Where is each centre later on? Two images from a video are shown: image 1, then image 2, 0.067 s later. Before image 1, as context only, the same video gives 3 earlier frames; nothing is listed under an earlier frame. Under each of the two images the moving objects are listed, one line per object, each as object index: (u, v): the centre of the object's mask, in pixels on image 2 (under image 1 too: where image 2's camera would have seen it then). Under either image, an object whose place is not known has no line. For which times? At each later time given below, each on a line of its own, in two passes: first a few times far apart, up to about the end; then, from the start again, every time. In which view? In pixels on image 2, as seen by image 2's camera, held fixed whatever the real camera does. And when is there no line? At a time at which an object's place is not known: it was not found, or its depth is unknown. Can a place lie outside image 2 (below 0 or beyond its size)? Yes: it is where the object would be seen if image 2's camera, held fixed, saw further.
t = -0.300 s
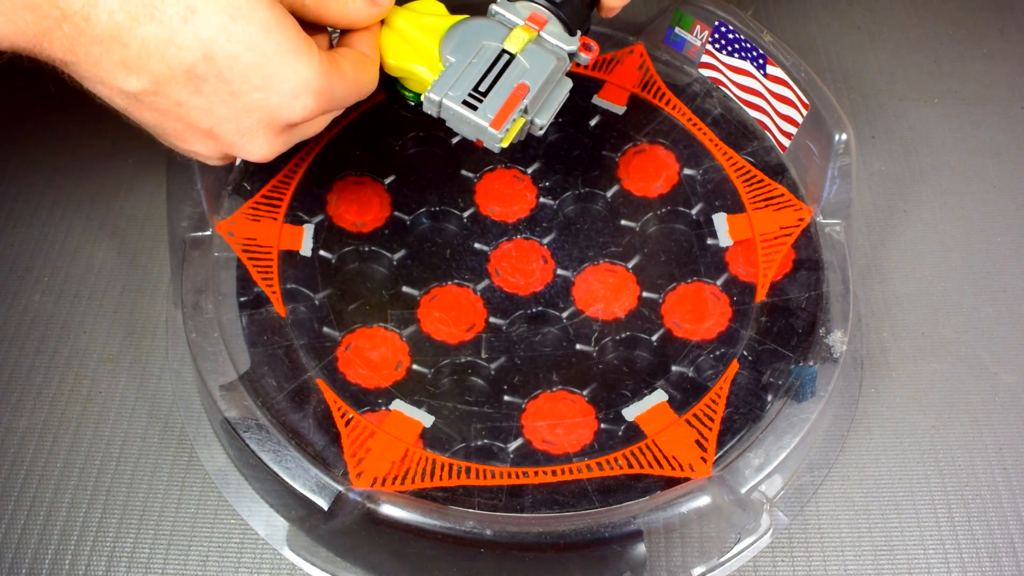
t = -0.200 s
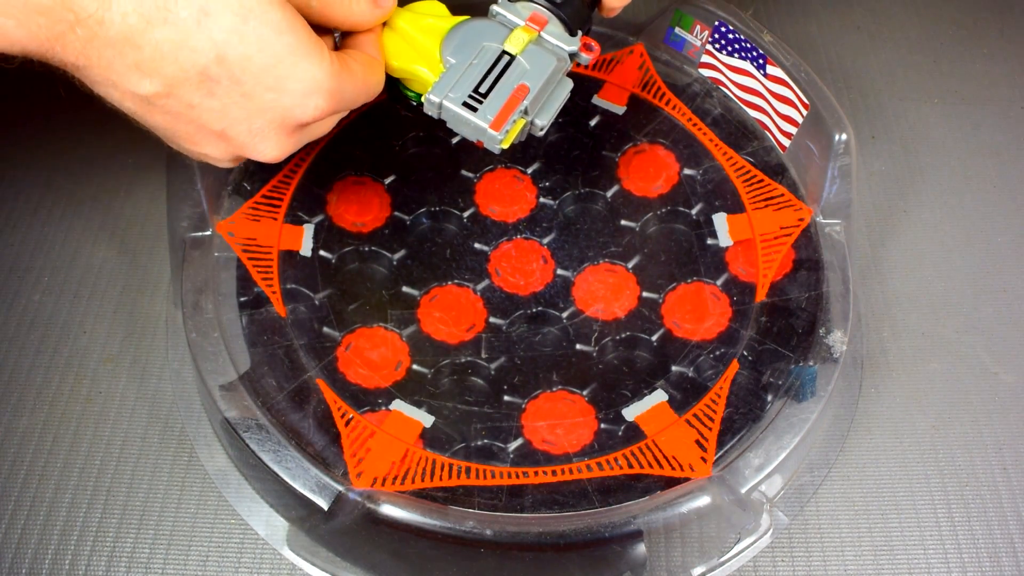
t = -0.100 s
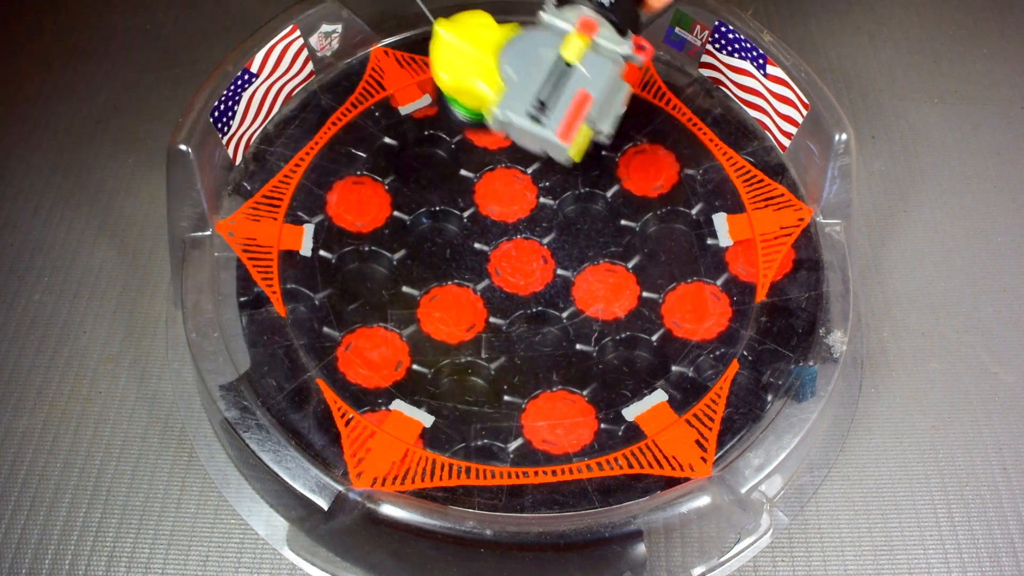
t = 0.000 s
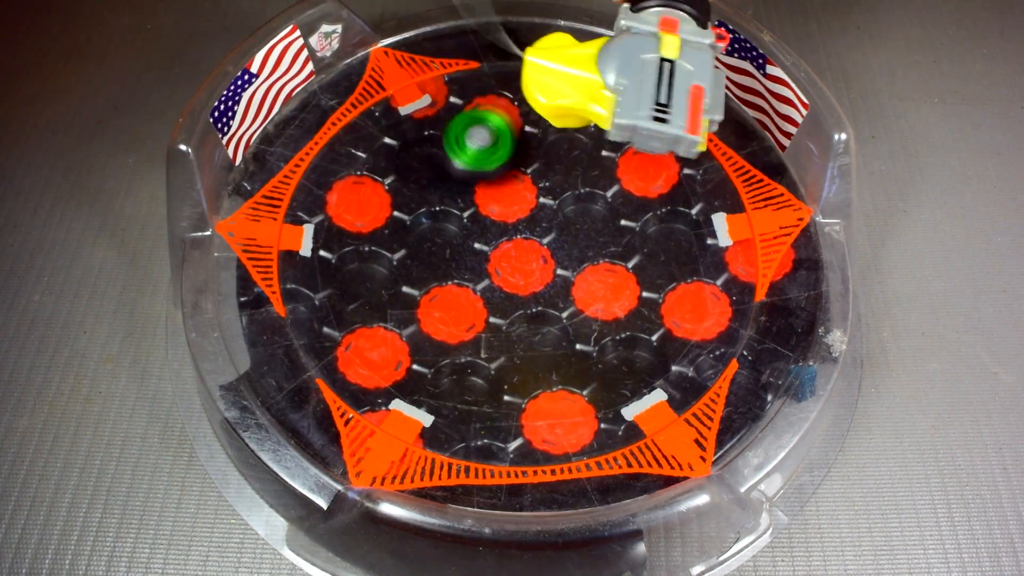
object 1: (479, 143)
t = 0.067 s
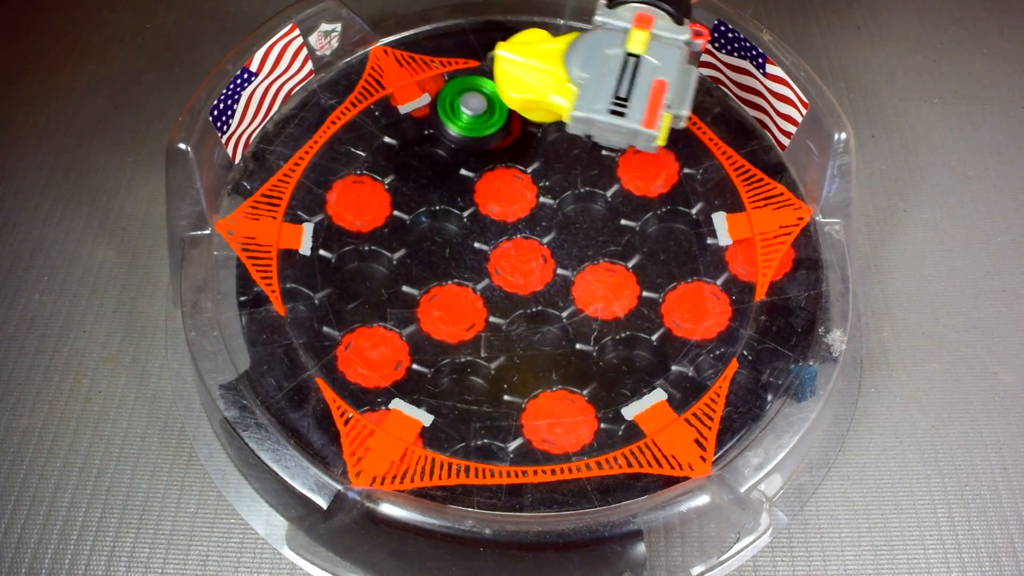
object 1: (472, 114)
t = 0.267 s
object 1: (478, 150)
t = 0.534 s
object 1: (513, 167)
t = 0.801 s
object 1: (540, 176)
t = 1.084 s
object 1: (576, 185)
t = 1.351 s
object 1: (608, 188)
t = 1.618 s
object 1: (622, 197)
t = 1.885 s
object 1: (627, 217)
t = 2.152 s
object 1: (630, 251)
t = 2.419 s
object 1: (626, 285)
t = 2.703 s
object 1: (614, 309)
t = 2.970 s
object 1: (613, 336)
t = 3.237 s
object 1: (602, 414)
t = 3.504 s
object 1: (565, 356)
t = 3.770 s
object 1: (504, 306)
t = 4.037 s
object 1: (427, 281)
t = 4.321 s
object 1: (406, 281)
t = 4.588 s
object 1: (427, 254)
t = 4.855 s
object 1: (437, 212)
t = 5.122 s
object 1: (447, 184)
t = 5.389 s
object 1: (478, 176)
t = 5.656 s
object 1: (521, 172)
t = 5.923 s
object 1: (543, 182)
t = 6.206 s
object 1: (591, 196)
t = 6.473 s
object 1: (630, 205)
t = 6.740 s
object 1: (640, 221)
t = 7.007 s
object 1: (629, 254)
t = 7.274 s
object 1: (613, 283)
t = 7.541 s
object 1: (605, 292)
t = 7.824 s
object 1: (599, 297)
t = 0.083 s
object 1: (471, 112)
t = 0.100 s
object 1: (470, 115)
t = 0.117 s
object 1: (472, 120)
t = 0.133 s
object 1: (473, 129)
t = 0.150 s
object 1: (472, 137)
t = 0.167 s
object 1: (473, 135)
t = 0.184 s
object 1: (473, 134)
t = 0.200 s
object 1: (475, 137)
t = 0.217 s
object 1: (475, 143)
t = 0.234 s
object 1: (477, 146)
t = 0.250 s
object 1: (478, 146)
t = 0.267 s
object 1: (478, 150)
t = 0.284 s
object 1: (479, 151)
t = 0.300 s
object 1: (480, 152)
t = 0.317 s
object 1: (480, 153)
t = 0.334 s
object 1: (481, 154)
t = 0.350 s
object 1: (482, 155)
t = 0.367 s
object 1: (484, 156)
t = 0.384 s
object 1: (486, 157)
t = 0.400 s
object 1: (489, 158)
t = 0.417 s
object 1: (491, 159)
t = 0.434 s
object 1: (494, 160)
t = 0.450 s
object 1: (497, 161)
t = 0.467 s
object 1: (500, 162)
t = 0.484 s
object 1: (503, 164)
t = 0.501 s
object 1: (507, 165)
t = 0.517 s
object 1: (510, 166)
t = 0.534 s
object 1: (513, 167)
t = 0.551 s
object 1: (515, 167)
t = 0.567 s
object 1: (518, 168)
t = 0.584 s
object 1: (520, 169)
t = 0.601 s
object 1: (522, 169)
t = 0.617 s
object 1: (524, 170)
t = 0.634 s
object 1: (526, 170)
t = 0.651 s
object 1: (528, 171)
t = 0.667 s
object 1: (530, 172)
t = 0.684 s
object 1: (531, 172)
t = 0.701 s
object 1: (532, 173)
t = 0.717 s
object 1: (534, 173)
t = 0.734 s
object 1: (535, 174)
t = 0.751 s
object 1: (536, 175)
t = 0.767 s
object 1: (538, 175)
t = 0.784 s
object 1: (539, 176)
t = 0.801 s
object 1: (540, 176)
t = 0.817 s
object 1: (541, 177)
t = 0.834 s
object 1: (543, 177)
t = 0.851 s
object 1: (544, 178)
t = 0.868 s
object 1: (546, 179)
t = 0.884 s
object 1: (547, 179)
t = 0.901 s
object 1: (549, 180)
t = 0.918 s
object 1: (551, 181)
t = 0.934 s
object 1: (553, 181)
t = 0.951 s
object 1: (555, 182)
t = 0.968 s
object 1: (557, 183)
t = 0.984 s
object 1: (560, 183)
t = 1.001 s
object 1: (562, 184)
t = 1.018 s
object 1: (565, 184)
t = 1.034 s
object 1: (567, 185)
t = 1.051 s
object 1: (570, 185)
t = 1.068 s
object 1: (573, 185)
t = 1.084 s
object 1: (576, 185)
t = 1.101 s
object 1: (579, 186)
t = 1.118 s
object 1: (582, 186)
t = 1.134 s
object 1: (584, 186)
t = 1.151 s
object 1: (587, 186)
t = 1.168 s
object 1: (590, 186)
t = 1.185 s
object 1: (592, 186)
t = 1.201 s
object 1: (594, 186)
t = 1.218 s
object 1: (596, 186)
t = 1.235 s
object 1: (598, 186)
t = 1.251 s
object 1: (599, 187)
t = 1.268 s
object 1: (601, 187)
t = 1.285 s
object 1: (603, 187)
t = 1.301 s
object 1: (604, 188)
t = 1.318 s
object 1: (606, 188)
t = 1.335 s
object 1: (607, 188)
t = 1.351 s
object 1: (608, 188)
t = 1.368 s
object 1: (609, 189)
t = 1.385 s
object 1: (611, 189)
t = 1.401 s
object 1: (612, 189)
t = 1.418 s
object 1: (613, 190)
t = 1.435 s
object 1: (614, 190)
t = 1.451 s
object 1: (614, 191)
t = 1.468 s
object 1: (615, 191)
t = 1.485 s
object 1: (616, 192)
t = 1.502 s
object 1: (617, 192)
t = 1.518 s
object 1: (618, 193)
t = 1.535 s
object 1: (619, 194)
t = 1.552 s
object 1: (619, 194)
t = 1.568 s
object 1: (620, 195)
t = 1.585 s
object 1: (621, 196)
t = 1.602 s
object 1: (621, 197)
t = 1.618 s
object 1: (622, 197)
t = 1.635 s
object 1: (623, 198)
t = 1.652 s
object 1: (623, 199)
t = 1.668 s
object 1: (624, 200)
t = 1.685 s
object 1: (624, 201)
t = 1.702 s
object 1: (625, 202)
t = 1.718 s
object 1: (625, 203)
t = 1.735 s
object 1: (625, 204)
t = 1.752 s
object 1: (626, 206)
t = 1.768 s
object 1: (626, 207)
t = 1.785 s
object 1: (626, 207)
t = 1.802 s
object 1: (626, 209)
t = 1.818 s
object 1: (627, 211)
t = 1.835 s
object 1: (627, 213)
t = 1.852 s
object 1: (627, 214)
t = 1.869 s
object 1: (627, 216)
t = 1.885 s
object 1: (627, 217)
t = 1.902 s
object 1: (628, 218)
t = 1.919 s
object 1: (628, 221)
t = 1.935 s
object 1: (628, 223)
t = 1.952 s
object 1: (628, 225)
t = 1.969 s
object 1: (629, 227)
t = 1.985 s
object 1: (629, 229)
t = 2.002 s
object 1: (630, 231)
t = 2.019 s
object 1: (630, 233)
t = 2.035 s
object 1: (630, 235)
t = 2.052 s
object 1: (631, 237)
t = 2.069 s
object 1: (631, 239)
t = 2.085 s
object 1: (631, 241)
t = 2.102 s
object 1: (631, 243)
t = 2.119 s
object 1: (631, 245)
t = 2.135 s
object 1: (631, 248)
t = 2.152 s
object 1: (630, 251)
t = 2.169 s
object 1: (630, 255)
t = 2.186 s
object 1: (630, 258)
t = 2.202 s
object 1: (629, 261)
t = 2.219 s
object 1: (629, 265)
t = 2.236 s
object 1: (628, 267)
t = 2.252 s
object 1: (627, 271)
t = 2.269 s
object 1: (627, 273)
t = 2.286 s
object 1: (626, 275)
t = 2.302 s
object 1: (626, 277)
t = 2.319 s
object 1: (626, 279)
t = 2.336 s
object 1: (626, 281)
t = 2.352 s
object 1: (626, 283)
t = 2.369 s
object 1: (626, 284)
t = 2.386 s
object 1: (626, 285)
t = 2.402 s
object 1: (626, 286)
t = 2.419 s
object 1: (626, 285)
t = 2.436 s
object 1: (625, 284)
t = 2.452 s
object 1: (624, 287)
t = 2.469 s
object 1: (624, 290)
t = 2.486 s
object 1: (624, 291)
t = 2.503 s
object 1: (622, 292)
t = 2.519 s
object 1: (622, 293)
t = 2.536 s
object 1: (621, 294)
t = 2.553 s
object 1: (620, 295)
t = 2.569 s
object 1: (619, 297)
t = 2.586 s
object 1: (617, 298)
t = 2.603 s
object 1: (617, 300)
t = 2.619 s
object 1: (616, 302)
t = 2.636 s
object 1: (616, 303)
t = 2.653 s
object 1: (616, 305)
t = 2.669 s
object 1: (615, 306)
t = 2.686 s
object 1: (615, 307)
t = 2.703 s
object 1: (614, 309)
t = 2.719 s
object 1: (614, 310)
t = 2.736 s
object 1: (614, 312)
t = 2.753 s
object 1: (614, 314)
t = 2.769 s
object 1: (614, 316)
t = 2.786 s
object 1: (614, 318)
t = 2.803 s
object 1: (614, 320)
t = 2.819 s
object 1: (614, 321)
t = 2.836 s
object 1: (614, 323)
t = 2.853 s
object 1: (614, 325)
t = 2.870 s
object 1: (614, 327)
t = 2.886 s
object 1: (614, 328)
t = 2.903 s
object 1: (614, 330)
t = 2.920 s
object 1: (614, 331)
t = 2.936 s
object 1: (614, 333)
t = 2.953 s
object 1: (614, 334)
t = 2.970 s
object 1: (613, 336)
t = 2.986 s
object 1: (613, 337)
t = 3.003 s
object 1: (613, 339)
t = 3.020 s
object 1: (609, 348)
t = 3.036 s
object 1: (604, 360)
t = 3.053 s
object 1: (600, 370)
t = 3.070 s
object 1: (598, 378)
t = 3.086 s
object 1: (597, 386)
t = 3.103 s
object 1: (598, 391)
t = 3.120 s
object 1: (598, 395)
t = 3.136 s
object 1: (599, 399)
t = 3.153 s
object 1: (599, 403)
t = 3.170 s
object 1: (599, 406)
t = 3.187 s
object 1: (599, 408)
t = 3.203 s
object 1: (600, 410)
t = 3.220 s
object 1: (601, 412)
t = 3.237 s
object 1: (602, 414)
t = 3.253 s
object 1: (603, 416)
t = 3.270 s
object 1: (604, 417)
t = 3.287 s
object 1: (605, 418)
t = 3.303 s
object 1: (606, 419)
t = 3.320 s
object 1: (606, 419)
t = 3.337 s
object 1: (611, 424)
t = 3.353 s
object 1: (617, 444)
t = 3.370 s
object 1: (621, 446)
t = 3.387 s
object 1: (617, 424)
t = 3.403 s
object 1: (610, 408)
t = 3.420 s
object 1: (606, 392)
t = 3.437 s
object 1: (597, 379)
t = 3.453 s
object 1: (590, 368)
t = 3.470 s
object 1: (584, 361)
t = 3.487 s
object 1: (575, 357)
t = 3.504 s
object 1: (565, 356)
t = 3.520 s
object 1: (555, 356)
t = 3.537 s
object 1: (547, 362)
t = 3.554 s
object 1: (539, 369)
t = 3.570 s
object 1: (531, 377)
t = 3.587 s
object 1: (523, 380)
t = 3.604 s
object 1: (521, 365)
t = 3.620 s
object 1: (520, 351)
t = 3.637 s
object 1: (518, 343)
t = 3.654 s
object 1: (517, 334)
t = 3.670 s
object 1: (517, 330)
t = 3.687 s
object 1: (515, 327)
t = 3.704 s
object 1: (513, 327)
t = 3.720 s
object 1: (512, 328)
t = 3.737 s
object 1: (508, 317)
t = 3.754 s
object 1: (507, 310)
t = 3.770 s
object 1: (504, 306)
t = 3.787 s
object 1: (501, 303)
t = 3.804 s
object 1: (497, 300)
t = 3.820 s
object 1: (493, 293)
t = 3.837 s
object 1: (489, 289)
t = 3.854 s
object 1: (484, 286)
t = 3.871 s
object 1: (479, 283)
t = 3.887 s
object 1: (473, 281)
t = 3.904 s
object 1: (467, 278)
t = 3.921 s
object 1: (460, 276)
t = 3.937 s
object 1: (453, 276)
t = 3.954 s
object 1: (447, 276)
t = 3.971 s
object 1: (442, 276)
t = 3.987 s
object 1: (438, 277)
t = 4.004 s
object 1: (433, 278)
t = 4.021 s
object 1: (430, 280)
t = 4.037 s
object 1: (427, 281)
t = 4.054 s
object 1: (424, 282)
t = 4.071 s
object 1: (422, 282)
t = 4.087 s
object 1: (420, 283)
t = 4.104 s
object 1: (418, 284)
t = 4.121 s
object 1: (416, 285)
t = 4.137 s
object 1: (415, 285)
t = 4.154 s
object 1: (413, 285)
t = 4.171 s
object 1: (412, 285)
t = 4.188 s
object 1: (410, 285)
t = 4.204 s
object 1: (410, 285)
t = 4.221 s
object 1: (408, 285)
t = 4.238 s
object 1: (407, 285)
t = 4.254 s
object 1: (407, 284)
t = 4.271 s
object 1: (407, 283)
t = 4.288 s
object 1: (406, 283)
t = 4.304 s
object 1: (406, 282)
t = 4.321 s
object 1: (406, 281)
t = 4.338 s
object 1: (407, 280)
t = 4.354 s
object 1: (407, 279)
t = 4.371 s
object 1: (409, 278)
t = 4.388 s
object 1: (410, 277)
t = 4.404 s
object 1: (411, 275)
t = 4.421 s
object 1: (412, 274)
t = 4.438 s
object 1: (414, 273)
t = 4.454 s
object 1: (416, 272)
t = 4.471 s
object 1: (417, 271)
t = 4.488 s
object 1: (419, 268)
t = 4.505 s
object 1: (420, 266)
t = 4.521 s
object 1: (422, 264)
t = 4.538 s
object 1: (423, 261)
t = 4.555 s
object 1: (424, 259)
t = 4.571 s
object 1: (425, 257)
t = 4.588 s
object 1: (427, 254)
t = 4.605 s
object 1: (428, 251)
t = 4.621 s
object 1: (429, 249)
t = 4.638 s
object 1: (430, 247)
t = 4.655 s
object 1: (431, 245)
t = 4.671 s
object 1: (432, 242)
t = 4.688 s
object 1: (432, 240)
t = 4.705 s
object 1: (432, 237)
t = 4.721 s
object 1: (433, 234)
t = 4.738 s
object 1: (434, 231)
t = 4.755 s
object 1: (435, 228)
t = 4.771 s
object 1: (435, 225)
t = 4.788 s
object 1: (435, 222)
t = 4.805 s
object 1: (436, 220)
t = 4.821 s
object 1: (436, 217)
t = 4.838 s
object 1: (437, 214)
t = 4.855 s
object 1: (437, 212)
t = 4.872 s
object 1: (437, 209)
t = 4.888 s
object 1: (438, 207)
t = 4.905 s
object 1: (439, 205)
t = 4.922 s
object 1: (439, 203)
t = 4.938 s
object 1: (439, 201)
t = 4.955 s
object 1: (440, 199)
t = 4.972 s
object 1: (441, 197)
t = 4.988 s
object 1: (441, 195)
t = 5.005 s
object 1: (441, 193)
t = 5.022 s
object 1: (441, 192)
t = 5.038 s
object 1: (442, 190)
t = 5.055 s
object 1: (442, 188)
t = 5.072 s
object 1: (443, 187)
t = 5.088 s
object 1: (444, 186)
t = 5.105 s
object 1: (446, 185)
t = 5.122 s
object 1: (447, 184)
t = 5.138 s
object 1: (448, 183)
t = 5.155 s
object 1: (449, 182)
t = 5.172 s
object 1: (451, 182)
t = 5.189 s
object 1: (453, 181)
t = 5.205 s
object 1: (454, 180)
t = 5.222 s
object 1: (456, 179)
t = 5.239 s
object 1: (457, 179)
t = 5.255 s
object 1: (459, 178)
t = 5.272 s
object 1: (460, 178)
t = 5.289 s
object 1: (462, 178)
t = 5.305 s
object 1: (464, 178)
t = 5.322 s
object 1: (467, 178)
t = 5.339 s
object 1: (470, 177)
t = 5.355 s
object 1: (472, 177)
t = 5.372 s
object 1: (475, 176)
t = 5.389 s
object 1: (478, 176)
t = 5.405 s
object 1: (481, 176)
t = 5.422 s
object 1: (484, 176)
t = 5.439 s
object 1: (487, 176)
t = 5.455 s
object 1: (490, 175)
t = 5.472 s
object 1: (493, 174)
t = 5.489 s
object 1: (497, 174)
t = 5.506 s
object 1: (500, 174)
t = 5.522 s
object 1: (503, 173)
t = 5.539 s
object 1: (506, 172)
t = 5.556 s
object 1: (508, 172)
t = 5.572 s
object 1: (511, 172)
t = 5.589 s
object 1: (513, 172)
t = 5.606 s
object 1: (515, 172)
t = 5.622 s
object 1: (517, 172)
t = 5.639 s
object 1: (519, 172)
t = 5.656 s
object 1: (521, 172)
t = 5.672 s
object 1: (522, 173)
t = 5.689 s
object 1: (524, 173)
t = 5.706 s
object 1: (525, 174)
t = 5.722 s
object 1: (527, 174)
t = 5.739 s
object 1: (528, 174)
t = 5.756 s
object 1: (530, 175)
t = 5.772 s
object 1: (531, 175)
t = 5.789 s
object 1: (533, 176)
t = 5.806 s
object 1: (535, 177)
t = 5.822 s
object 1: (536, 177)
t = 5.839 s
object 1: (537, 178)
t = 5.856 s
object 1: (538, 178)
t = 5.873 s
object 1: (539, 179)
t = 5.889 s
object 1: (540, 180)
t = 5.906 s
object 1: (541, 181)
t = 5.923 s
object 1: (543, 182)
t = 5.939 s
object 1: (545, 183)
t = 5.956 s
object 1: (547, 184)
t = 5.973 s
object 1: (549, 184)
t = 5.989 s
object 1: (552, 185)
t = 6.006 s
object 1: (555, 185)
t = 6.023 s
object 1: (558, 186)
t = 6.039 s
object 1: (560, 187)
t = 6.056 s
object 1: (564, 188)
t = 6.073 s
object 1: (567, 189)
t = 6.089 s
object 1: (570, 190)
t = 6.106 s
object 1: (573, 190)
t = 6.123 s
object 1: (576, 191)
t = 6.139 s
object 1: (578, 192)
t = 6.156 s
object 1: (581, 193)
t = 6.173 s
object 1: (585, 194)
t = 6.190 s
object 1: (588, 194)
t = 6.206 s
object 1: (591, 196)
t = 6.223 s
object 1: (593, 196)
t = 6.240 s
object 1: (596, 197)
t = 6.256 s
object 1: (599, 198)
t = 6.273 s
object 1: (602, 198)
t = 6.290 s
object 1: (605, 199)
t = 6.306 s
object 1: (608, 199)
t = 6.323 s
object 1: (611, 200)
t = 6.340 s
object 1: (614, 200)
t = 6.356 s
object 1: (617, 200)
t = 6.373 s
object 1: (619, 201)
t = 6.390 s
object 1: (622, 202)
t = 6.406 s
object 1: (624, 203)
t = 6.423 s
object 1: (626, 203)
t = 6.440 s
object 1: (628, 203)
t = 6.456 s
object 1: (630, 204)
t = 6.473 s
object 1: (630, 205)
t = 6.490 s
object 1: (631, 205)
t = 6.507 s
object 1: (633, 206)
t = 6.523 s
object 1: (633, 207)
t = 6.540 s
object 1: (635, 208)
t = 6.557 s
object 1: (636, 209)
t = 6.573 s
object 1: (637, 209)
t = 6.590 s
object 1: (637, 210)
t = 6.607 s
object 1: (638, 211)
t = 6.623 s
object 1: (638, 212)
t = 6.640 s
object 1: (638, 213)
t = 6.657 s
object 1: (639, 214)
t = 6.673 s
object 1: (639, 215)
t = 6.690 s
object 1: (639, 217)
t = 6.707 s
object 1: (640, 218)
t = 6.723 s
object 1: (640, 219)
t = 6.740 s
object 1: (640, 221)
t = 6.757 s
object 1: (640, 222)
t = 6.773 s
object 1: (640, 224)
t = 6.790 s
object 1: (640, 225)
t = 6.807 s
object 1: (640, 227)
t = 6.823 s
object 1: (639, 229)
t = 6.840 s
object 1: (639, 231)
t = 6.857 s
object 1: (639, 232)
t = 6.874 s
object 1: (638, 234)
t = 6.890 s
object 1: (638, 236)
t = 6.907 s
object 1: (637, 237)
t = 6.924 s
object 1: (636, 239)
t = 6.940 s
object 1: (636, 242)
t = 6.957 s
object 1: (635, 245)
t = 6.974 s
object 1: (633, 248)
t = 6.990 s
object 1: (631, 251)
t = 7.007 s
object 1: (629, 254)
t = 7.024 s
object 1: (627, 257)
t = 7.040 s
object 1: (625, 259)
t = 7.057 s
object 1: (624, 261)
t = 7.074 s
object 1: (621, 263)
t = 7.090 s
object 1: (619, 266)
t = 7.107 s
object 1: (617, 269)
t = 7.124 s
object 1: (616, 272)
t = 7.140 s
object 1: (615, 275)
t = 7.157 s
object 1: (614, 279)
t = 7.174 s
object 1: (614, 280)
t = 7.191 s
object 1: (614, 280)
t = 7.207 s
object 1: (614, 281)
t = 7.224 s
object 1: (614, 281)
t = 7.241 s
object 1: (614, 282)
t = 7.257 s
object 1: (614, 283)
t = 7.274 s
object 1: (613, 283)
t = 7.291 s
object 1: (613, 284)
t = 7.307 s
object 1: (612, 284)
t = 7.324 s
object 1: (612, 285)
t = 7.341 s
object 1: (611, 285)
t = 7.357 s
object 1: (611, 286)
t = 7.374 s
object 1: (610, 286)
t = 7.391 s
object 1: (609, 287)
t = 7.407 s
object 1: (608, 288)
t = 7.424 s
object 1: (608, 288)
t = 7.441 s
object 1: (607, 289)
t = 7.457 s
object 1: (607, 289)
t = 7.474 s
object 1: (606, 290)
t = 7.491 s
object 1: (606, 290)
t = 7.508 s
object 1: (606, 291)
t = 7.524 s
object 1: (605, 292)
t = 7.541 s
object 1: (605, 292)
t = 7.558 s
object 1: (605, 293)
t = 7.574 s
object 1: (604, 293)
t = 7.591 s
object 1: (604, 293)
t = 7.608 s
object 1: (604, 294)
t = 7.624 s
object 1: (604, 295)
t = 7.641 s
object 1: (603, 295)
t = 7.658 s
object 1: (603, 295)
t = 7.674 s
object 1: (603, 295)
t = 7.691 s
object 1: (603, 295)
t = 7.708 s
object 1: (602, 296)
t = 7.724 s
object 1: (602, 296)
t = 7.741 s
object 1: (602, 296)
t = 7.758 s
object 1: (601, 296)
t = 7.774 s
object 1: (600, 296)
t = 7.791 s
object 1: (600, 297)
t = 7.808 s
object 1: (599, 297)
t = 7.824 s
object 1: (599, 297)
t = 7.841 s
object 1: (598, 297)
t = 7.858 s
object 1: (597, 297)
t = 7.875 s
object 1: (597, 298)
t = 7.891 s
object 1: (596, 298)
